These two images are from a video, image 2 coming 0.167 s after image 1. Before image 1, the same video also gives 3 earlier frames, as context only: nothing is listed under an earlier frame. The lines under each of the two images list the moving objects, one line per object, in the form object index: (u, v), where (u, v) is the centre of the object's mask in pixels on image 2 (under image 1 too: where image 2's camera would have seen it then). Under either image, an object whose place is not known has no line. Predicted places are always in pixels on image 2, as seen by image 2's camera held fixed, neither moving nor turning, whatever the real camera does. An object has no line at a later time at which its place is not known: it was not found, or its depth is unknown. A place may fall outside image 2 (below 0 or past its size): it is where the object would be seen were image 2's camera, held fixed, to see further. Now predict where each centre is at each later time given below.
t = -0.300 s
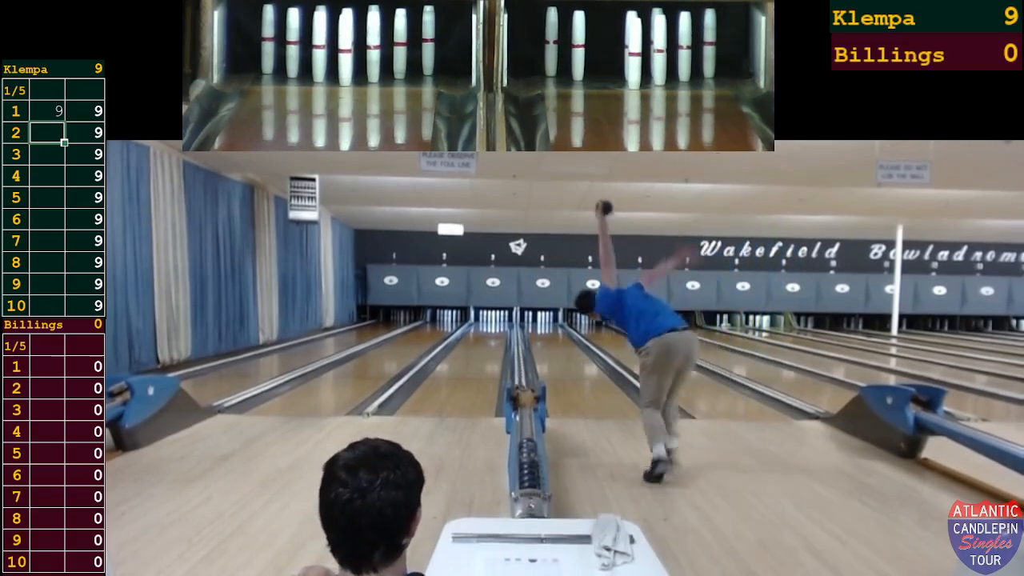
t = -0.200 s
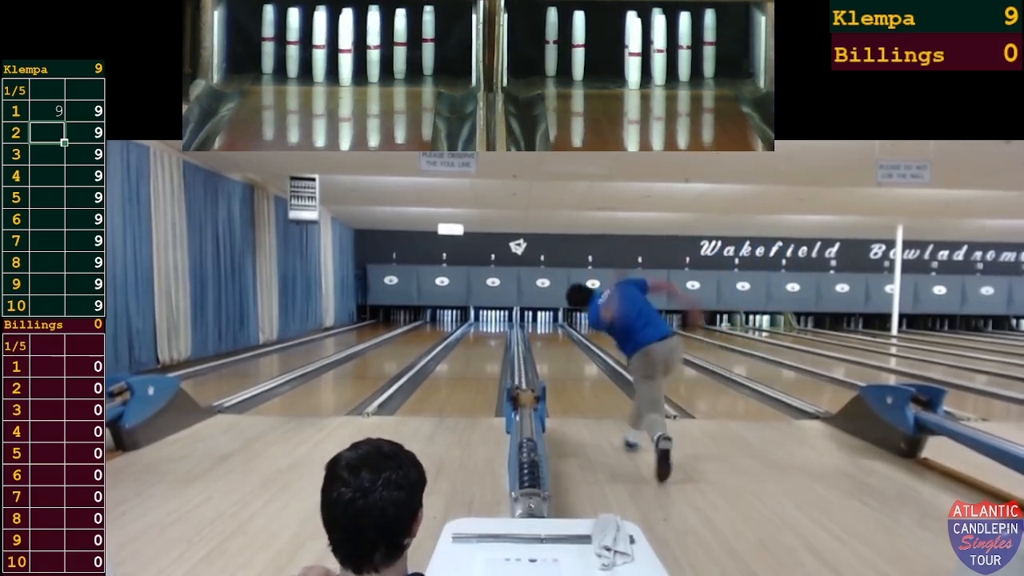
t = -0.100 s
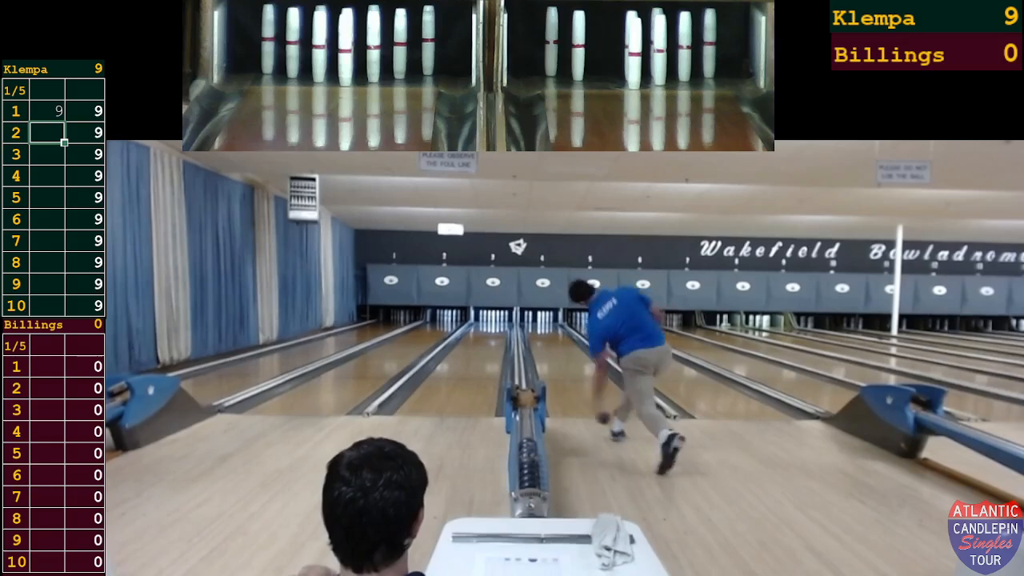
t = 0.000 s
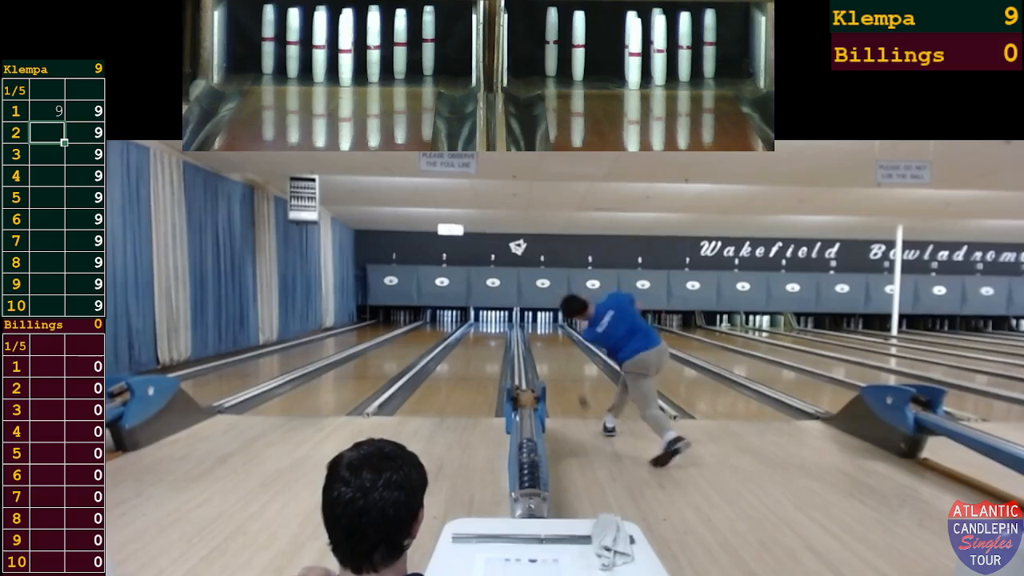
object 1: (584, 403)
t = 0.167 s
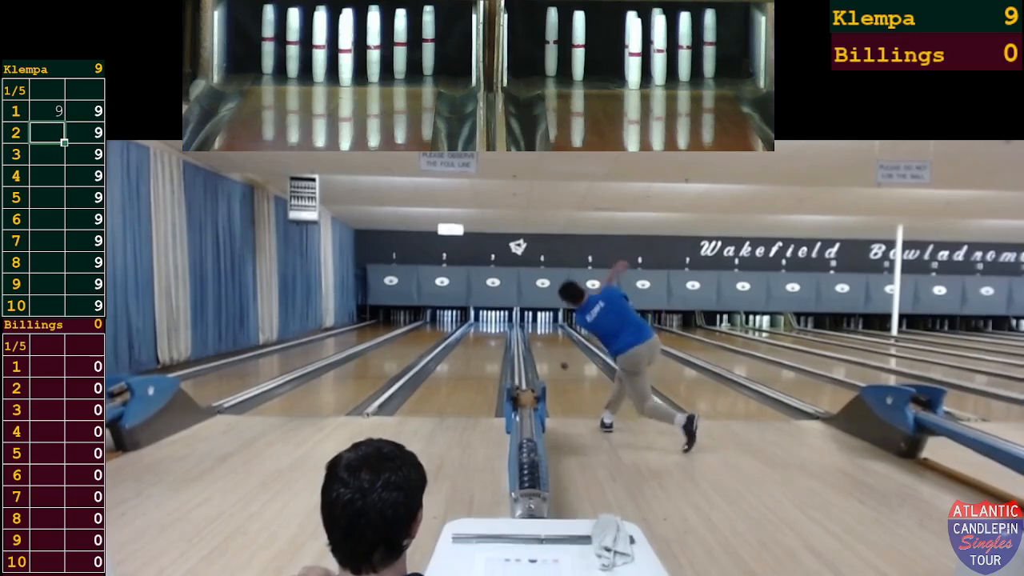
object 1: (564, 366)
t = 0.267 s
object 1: (557, 359)
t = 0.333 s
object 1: (555, 358)
